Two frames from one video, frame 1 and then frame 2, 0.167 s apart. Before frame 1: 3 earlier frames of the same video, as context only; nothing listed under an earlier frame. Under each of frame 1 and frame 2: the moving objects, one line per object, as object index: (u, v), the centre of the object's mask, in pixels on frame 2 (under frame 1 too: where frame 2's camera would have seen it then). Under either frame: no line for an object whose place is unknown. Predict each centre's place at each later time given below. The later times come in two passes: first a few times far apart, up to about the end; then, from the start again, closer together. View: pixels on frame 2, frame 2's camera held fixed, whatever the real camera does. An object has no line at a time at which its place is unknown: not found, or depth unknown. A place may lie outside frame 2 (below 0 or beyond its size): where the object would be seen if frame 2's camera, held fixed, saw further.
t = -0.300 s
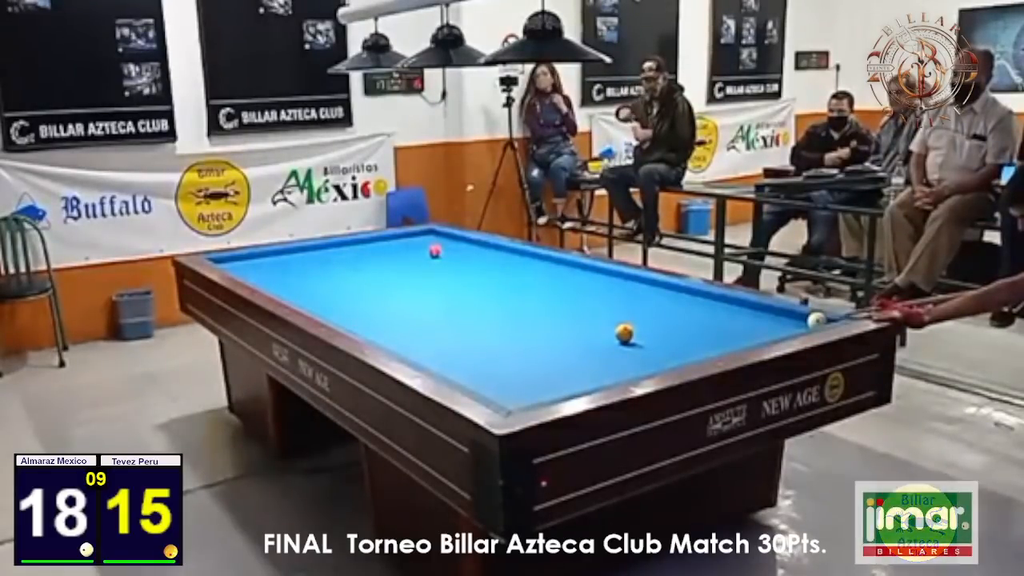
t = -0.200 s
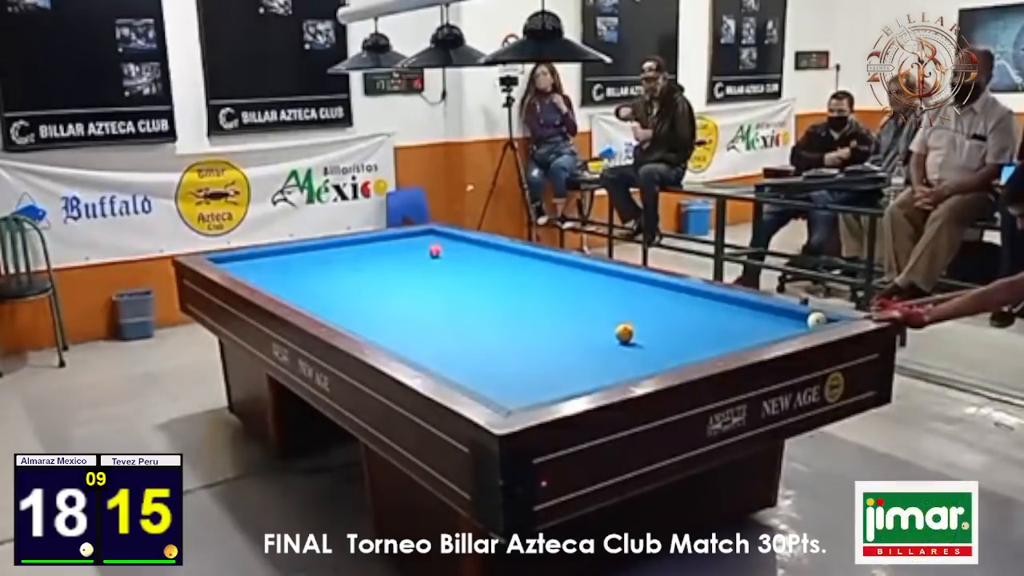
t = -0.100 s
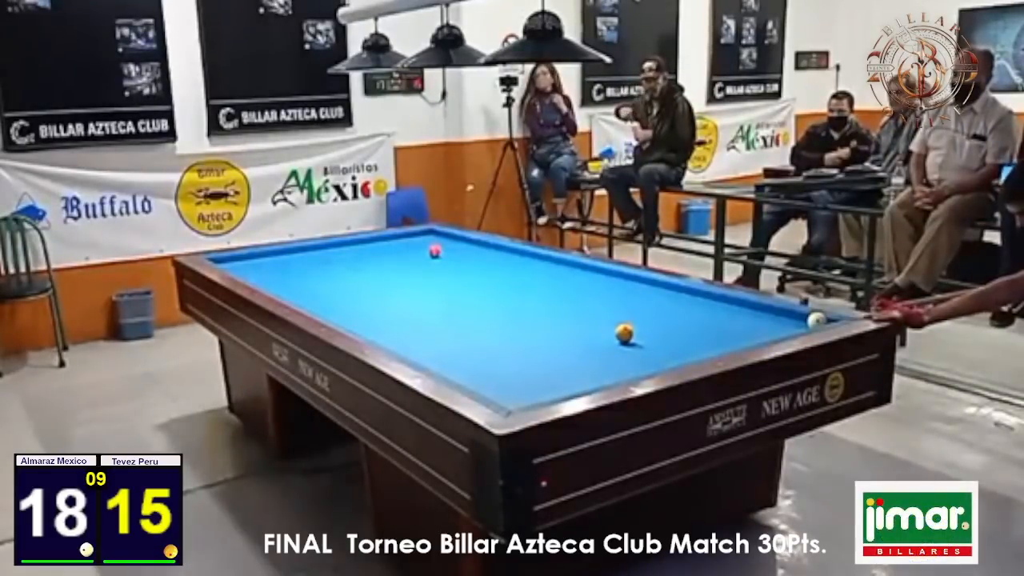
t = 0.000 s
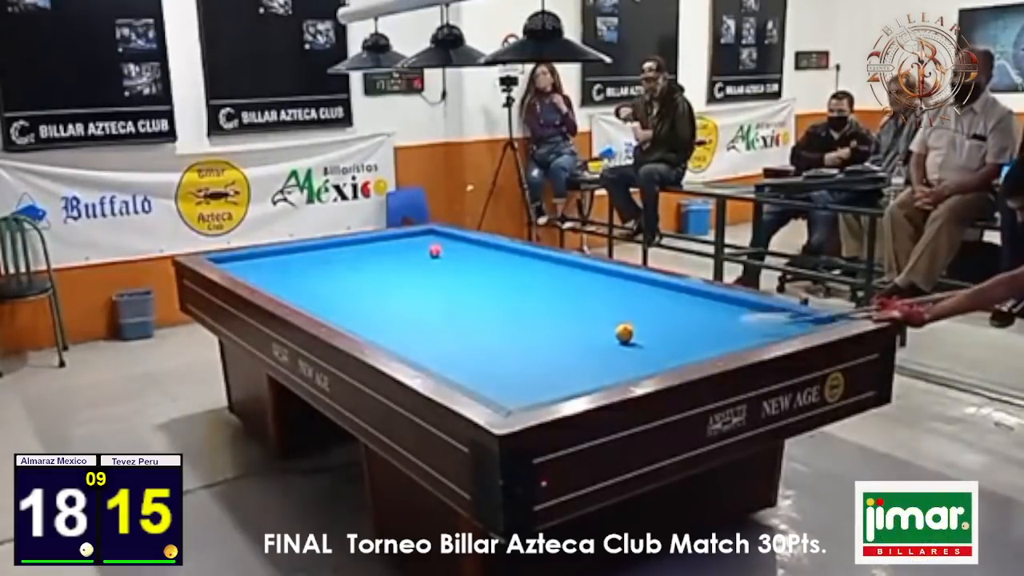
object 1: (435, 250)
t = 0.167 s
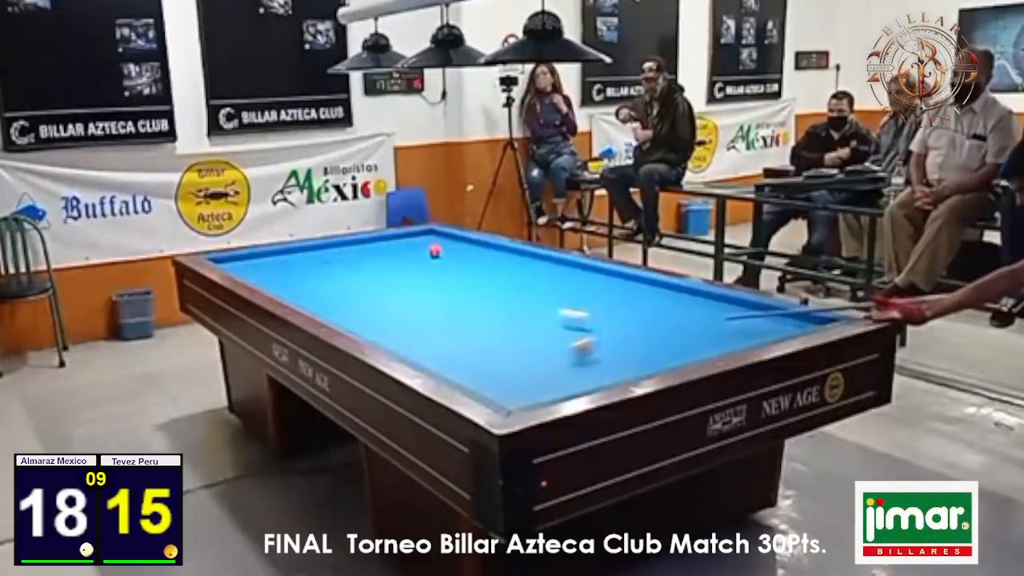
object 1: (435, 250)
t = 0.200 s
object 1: (435, 250)
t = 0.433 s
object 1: (435, 250)
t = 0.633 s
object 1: (435, 250)
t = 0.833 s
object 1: (435, 250)
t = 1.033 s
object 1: (435, 250)
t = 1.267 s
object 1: (435, 250)
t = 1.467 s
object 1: (435, 250)
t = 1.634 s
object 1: (435, 250)
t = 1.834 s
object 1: (435, 250)
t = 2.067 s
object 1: (435, 250)
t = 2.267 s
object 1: (435, 250)
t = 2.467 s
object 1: (435, 250)
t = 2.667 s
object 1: (435, 250)
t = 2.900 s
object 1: (435, 250)
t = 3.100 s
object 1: (435, 250)
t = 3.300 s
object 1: (435, 250)
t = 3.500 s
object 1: (435, 250)
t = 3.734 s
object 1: (435, 250)
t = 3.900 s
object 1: (435, 250)
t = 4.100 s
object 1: (435, 250)
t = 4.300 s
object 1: (435, 250)
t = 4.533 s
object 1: (435, 250)
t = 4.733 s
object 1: (435, 250)
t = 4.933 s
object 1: (435, 250)
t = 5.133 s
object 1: (435, 249)
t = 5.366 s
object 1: (435, 249)
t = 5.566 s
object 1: (435, 249)
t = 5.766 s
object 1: (437, 249)
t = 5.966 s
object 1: (446, 247)
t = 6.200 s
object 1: (455, 247)
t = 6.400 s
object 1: (461, 246)
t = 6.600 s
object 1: (468, 245)
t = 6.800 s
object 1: (476, 242)
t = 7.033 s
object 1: (482, 242)
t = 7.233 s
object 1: (478, 241)
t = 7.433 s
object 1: (473, 242)
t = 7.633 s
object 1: (469, 242)
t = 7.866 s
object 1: (465, 243)
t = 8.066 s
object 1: (462, 243)
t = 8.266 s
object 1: (460, 243)
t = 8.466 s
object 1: (458, 244)
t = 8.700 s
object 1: (453, 244)
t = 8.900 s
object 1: (453, 244)
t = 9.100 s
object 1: (452, 244)
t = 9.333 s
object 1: (451, 244)
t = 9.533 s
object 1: (450, 244)
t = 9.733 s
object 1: (450, 244)
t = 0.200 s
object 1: (435, 250)
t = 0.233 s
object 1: (435, 250)
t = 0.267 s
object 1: (435, 250)
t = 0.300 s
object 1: (435, 250)
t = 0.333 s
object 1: (435, 250)
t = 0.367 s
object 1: (435, 250)
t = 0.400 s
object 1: (435, 250)
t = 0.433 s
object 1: (435, 250)
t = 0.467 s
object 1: (435, 250)
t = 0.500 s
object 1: (435, 250)
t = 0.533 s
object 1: (435, 250)
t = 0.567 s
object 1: (435, 250)
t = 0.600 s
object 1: (435, 250)
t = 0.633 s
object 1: (435, 250)
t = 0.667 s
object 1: (435, 250)
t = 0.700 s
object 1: (435, 250)
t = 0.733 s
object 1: (435, 250)
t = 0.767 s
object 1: (435, 250)
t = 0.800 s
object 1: (435, 250)
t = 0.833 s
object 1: (435, 250)
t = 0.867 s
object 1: (435, 250)
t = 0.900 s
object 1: (435, 250)
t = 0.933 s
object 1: (435, 250)
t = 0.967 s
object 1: (435, 250)
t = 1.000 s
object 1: (435, 250)
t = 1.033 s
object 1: (435, 250)
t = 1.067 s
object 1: (435, 250)
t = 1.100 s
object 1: (435, 250)
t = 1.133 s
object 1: (435, 250)
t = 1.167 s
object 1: (435, 250)
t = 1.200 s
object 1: (435, 250)
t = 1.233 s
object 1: (435, 250)
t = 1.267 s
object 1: (435, 250)
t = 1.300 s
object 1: (435, 250)
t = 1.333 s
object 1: (435, 249)
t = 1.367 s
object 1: (435, 250)
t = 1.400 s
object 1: (435, 249)
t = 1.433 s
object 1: (435, 250)
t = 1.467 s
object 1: (435, 250)
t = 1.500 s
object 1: (435, 250)
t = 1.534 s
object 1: (435, 250)
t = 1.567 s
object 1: (435, 250)
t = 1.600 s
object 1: (435, 250)
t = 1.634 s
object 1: (435, 250)
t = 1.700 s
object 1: (435, 250)
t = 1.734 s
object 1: (435, 250)
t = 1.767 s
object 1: (435, 250)
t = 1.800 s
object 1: (435, 250)
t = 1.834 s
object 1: (435, 250)
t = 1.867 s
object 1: (435, 250)
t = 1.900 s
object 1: (435, 250)
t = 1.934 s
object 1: (435, 250)
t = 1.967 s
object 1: (435, 250)
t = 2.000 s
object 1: (435, 250)
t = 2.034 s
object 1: (435, 250)
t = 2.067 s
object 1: (435, 250)
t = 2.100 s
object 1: (435, 250)
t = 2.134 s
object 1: (435, 250)
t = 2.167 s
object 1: (435, 250)
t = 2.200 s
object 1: (435, 250)
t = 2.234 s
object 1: (435, 250)
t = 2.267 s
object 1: (435, 250)
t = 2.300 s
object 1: (435, 250)
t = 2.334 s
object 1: (435, 250)
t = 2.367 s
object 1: (435, 250)
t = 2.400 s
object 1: (435, 250)
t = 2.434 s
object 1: (435, 250)
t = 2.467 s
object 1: (435, 250)
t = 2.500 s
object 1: (435, 250)
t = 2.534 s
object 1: (435, 250)
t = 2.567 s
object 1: (435, 250)
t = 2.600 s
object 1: (435, 250)
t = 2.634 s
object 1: (435, 250)
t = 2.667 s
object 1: (435, 250)
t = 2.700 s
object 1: (435, 250)
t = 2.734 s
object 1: (435, 250)
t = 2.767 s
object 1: (435, 250)
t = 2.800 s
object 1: (435, 250)
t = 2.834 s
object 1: (435, 250)
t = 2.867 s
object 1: (435, 250)
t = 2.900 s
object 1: (435, 250)
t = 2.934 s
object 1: (435, 250)
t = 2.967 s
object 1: (435, 250)
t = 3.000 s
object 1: (435, 250)
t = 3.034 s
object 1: (435, 250)
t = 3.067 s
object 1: (435, 250)
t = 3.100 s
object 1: (435, 250)
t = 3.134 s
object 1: (435, 250)
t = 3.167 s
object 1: (435, 250)
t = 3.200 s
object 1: (435, 250)
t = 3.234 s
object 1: (435, 250)
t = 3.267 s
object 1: (435, 250)
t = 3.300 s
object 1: (435, 250)
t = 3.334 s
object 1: (435, 250)
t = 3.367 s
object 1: (435, 250)
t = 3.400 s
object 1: (435, 250)
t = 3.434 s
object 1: (435, 250)
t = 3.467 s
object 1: (435, 250)
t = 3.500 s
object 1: (435, 250)
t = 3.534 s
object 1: (435, 250)
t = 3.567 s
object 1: (435, 250)
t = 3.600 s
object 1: (435, 250)
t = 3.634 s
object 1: (435, 250)
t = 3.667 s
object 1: (435, 250)
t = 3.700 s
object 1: (435, 250)
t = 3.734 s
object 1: (435, 250)
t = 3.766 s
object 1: (435, 250)
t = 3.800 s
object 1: (435, 250)
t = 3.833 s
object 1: (435, 250)
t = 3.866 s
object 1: (435, 250)
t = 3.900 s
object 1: (435, 250)
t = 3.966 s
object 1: (435, 250)
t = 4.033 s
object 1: (435, 250)
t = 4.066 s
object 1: (435, 250)
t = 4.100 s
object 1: (435, 250)
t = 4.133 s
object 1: (435, 250)
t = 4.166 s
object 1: (435, 250)
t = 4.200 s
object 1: (435, 250)
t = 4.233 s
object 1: (435, 250)
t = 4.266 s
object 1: (435, 250)
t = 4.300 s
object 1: (435, 250)
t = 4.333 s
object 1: (435, 250)
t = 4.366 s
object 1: (435, 250)
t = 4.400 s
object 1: (435, 250)
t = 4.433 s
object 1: (435, 250)
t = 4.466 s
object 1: (435, 250)
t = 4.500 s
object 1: (435, 250)
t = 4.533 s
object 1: (435, 250)
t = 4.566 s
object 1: (435, 250)
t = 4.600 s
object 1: (435, 250)
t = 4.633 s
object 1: (435, 250)
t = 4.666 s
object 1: (435, 250)
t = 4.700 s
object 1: (435, 250)
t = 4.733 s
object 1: (435, 250)
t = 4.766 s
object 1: (435, 250)
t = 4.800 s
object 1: (435, 250)
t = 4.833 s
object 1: (435, 250)
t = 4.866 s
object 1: (435, 250)
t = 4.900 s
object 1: (435, 250)
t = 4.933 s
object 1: (435, 250)
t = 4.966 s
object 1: (435, 250)
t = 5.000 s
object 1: (435, 250)
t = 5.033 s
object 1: (435, 250)
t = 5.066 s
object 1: (435, 250)
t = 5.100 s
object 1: (435, 249)
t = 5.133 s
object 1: (435, 249)
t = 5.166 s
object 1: (435, 249)
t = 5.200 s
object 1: (435, 249)
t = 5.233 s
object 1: (435, 249)
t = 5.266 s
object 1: (435, 249)
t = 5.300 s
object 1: (435, 249)
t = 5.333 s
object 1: (435, 249)
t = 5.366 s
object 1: (435, 249)
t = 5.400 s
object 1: (435, 249)
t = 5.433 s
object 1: (435, 249)
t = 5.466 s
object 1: (435, 249)
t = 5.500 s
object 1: (435, 249)
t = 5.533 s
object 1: (435, 249)
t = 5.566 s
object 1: (435, 249)
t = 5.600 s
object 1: (435, 249)
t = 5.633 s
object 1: (435, 249)
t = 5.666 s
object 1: (435, 249)
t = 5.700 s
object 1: (435, 250)
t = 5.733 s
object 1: (436, 249)
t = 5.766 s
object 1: (437, 249)
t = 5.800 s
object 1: (439, 248)
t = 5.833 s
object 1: (440, 248)
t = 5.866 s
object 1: (442, 248)
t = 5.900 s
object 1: (443, 248)
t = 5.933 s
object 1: (445, 248)
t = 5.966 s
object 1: (446, 247)
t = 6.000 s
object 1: (448, 248)
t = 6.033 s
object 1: (449, 247)
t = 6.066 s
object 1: (450, 248)
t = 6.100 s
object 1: (452, 247)
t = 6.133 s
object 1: (453, 247)
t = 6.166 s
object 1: (454, 246)
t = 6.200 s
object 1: (455, 247)
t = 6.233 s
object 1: (457, 246)
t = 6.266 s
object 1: (458, 246)
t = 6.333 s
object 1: (459, 246)
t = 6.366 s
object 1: (460, 245)
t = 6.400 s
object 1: (461, 246)
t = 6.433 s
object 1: (463, 245)
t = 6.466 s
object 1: (464, 245)
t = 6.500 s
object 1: (465, 245)
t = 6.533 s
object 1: (466, 245)
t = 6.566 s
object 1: (468, 244)
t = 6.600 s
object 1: (468, 245)
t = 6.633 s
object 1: (470, 244)
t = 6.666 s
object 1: (471, 244)
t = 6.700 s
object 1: (472, 244)
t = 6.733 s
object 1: (474, 243)
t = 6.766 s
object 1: (475, 243)
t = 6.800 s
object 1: (476, 242)
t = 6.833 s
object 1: (477, 242)
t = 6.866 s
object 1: (478, 243)
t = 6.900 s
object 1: (479, 243)
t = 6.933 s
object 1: (480, 242)
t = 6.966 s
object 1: (481, 242)
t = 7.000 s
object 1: (482, 242)
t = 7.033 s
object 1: (482, 242)
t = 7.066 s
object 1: (481, 242)
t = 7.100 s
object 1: (481, 242)
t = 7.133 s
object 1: (480, 242)
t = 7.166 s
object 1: (480, 242)
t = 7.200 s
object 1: (479, 241)
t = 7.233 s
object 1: (478, 241)
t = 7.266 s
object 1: (478, 241)
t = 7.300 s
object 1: (476, 241)
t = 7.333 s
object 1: (475, 241)
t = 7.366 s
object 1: (474, 242)
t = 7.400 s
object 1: (474, 242)
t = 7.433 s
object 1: (473, 242)
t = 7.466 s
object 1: (472, 242)
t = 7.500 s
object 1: (472, 242)
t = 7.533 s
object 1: (471, 242)
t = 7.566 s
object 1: (471, 242)
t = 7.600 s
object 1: (470, 241)
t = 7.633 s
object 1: (469, 242)
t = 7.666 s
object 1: (468, 242)
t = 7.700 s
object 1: (468, 242)
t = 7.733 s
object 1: (467, 243)
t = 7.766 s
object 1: (466, 243)
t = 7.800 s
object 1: (466, 243)
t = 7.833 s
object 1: (465, 243)
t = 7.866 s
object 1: (465, 243)
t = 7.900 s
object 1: (465, 243)
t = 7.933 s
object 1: (464, 243)
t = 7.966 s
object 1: (463, 243)
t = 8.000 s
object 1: (463, 243)
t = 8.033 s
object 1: (462, 243)
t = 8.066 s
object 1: (462, 243)
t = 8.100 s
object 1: (462, 243)
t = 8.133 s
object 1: (461, 243)
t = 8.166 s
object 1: (461, 243)
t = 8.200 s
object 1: (460, 243)
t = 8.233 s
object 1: (460, 243)
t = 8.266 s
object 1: (460, 243)
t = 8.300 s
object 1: (460, 243)
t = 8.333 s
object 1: (459, 243)
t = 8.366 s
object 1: (459, 243)
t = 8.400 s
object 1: (459, 243)
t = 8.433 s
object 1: (458, 244)
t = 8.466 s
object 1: (458, 244)
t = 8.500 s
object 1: (457, 245)
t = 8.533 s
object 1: (457, 245)
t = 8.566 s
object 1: (456, 243)
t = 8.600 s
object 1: (457, 243)
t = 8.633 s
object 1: (454, 245)
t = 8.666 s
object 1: (453, 244)
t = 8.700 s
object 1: (453, 244)
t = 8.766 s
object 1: (453, 244)
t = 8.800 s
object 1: (453, 244)
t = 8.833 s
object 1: (453, 244)
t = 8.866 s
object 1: (453, 244)
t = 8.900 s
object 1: (453, 244)
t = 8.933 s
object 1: (453, 244)
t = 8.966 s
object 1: (453, 244)
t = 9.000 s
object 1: (453, 244)
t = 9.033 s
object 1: (452, 244)
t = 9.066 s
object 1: (452, 244)
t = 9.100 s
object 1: (452, 244)
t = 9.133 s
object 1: (452, 244)
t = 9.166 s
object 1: (452, 244)
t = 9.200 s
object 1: (451, 244)
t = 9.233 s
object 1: (451, 244)
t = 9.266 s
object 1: (451, 244)
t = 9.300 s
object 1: (451, 244)
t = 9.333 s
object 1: (451, 244)
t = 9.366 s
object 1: (451, 244)
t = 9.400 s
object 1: (450, 244)
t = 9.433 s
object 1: (450, 244)
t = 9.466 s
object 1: (450, 244)
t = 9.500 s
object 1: (450, 244)
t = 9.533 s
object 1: (450, 244)
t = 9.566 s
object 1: (450, 244)
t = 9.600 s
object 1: (450, 244)
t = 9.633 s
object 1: (450, 244)
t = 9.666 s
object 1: (450, 244)
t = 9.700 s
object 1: (450, 244)
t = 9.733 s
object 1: (450, 244)
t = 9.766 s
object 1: (450, 244)
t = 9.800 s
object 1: (450, 244)
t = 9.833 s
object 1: (450, 244)
